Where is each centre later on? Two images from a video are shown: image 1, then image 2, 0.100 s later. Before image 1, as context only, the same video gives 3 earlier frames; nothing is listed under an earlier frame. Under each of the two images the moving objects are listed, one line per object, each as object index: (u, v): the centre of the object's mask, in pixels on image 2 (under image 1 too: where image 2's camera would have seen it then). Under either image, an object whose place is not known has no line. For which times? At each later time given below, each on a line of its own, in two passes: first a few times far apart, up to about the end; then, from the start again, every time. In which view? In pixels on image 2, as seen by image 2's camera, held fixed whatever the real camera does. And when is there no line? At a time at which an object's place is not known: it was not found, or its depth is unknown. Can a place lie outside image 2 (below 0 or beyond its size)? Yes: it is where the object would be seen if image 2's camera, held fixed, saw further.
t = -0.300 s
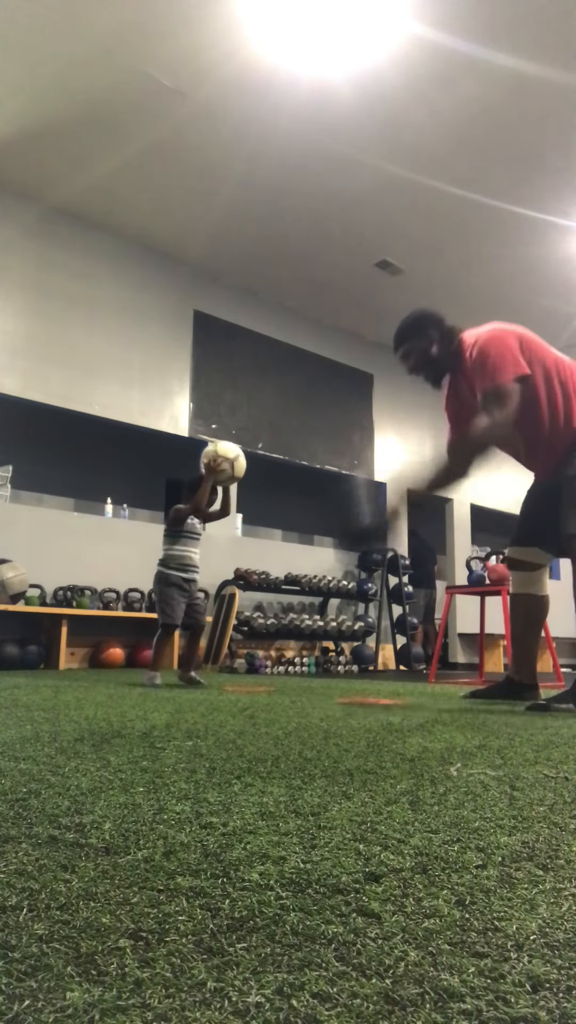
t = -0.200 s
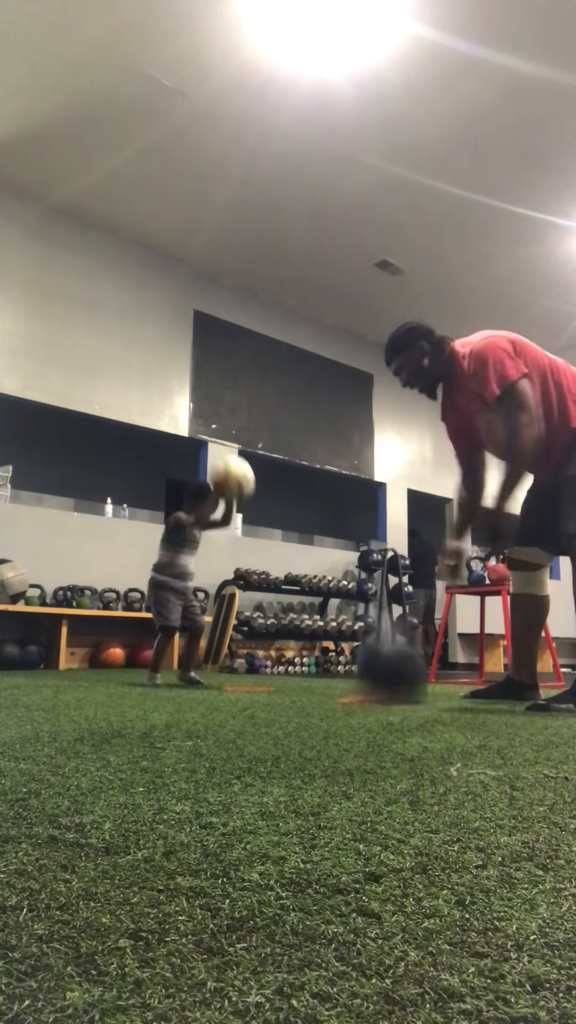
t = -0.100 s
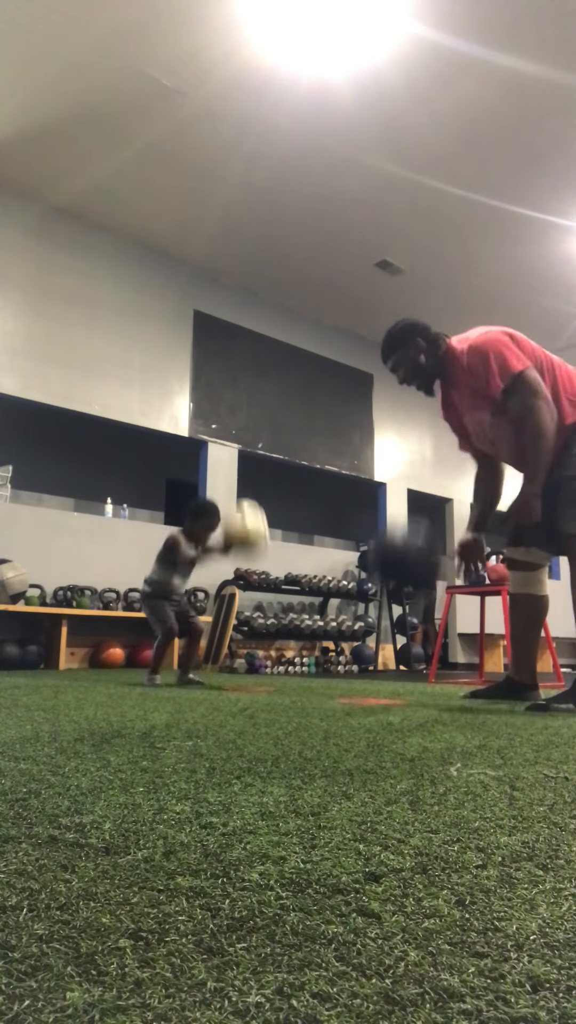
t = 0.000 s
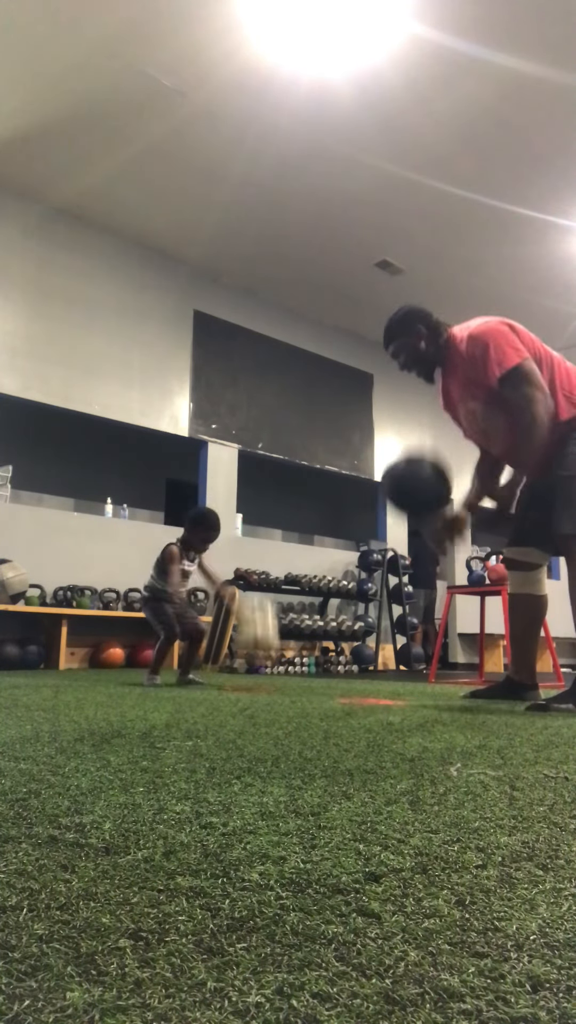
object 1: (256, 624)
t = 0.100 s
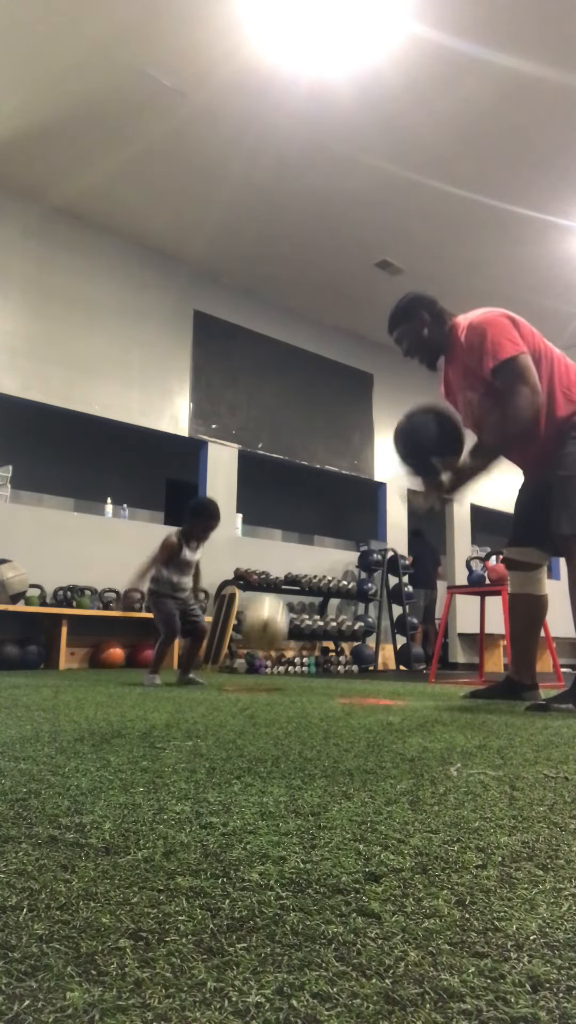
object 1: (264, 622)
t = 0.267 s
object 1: (280, 556)
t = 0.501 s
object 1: (298, 563)
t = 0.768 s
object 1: (319, 641)
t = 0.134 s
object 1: (269, 605)
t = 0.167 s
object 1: (271, 588)
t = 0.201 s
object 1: (274, 575)
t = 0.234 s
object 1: (276, 565)
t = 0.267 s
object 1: (280, 556)
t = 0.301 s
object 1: (282, 549)
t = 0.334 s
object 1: (285, 546)
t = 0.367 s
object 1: (288, 545)
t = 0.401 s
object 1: (290, 546)
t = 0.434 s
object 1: (292, 549)
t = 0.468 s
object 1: (295, 555)
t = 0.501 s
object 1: (298, 563)
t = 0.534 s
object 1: (301, 574)
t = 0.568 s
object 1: (304, 588)
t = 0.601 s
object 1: (307, 607)
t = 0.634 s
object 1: (309, 624)
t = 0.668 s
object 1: (313, 646)
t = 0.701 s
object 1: (314, 667)
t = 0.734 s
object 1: (317, 653)
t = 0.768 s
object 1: (319, 641)
